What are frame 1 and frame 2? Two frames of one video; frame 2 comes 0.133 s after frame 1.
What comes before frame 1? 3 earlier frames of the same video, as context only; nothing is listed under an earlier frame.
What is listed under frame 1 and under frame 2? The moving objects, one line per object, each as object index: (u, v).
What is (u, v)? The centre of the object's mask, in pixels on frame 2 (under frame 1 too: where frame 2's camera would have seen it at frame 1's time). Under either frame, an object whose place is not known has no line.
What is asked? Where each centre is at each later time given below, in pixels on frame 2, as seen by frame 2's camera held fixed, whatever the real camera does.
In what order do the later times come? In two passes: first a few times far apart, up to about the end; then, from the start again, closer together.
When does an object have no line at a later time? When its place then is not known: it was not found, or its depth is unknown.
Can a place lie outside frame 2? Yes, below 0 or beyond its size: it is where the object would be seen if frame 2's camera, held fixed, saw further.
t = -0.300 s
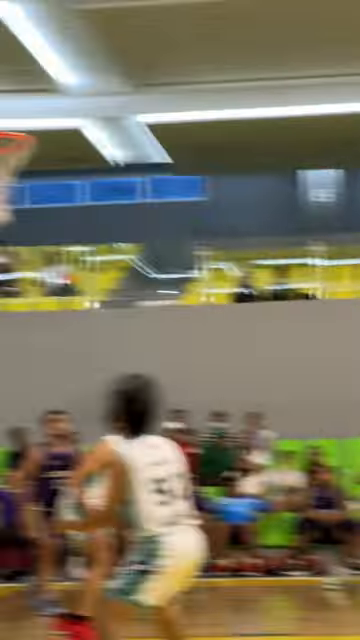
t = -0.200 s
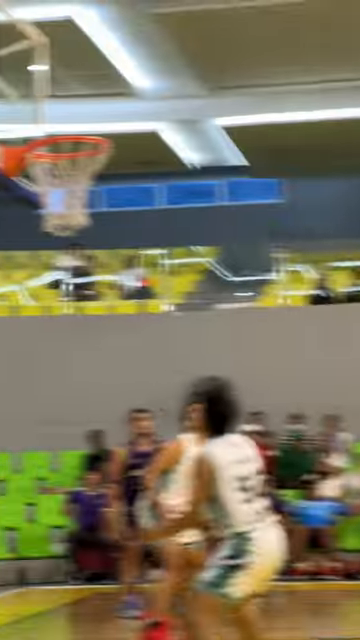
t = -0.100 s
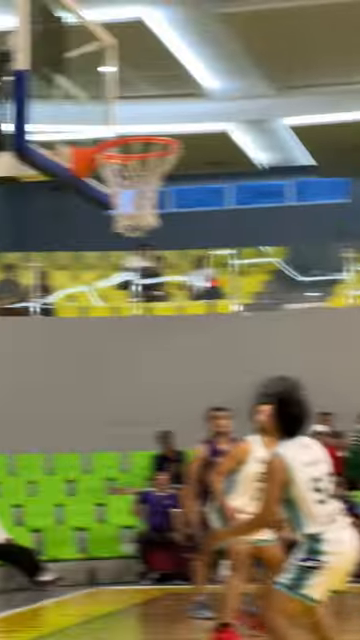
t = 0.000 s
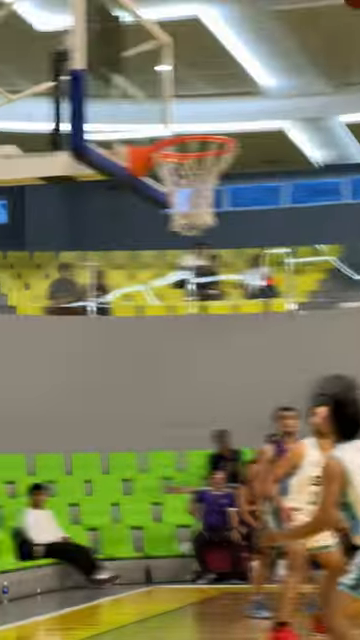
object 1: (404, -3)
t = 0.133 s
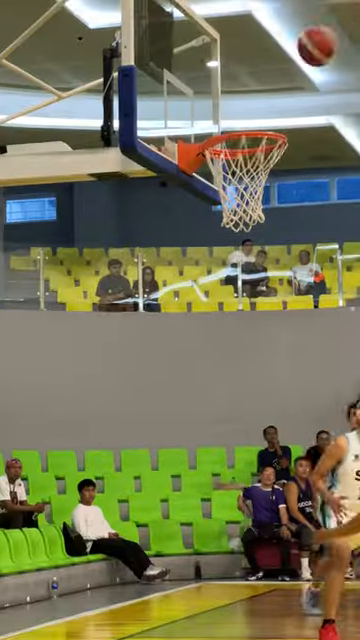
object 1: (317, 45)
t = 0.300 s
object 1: (249, 153)
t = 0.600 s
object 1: (256, 255)
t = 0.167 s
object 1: (292, 68)
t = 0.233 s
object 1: (245, 113)
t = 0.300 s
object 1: (249, 153)
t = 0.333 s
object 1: (269, 163)
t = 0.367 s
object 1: (270, 174)
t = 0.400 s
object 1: (268, 185)
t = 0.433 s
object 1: (264, 201)
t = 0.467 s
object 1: (265, 202)
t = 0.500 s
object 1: (262, 212)
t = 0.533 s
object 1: (259, 224)
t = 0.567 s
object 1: (258, 239)
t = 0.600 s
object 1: (256, 255)
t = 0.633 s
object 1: (250, 274)
